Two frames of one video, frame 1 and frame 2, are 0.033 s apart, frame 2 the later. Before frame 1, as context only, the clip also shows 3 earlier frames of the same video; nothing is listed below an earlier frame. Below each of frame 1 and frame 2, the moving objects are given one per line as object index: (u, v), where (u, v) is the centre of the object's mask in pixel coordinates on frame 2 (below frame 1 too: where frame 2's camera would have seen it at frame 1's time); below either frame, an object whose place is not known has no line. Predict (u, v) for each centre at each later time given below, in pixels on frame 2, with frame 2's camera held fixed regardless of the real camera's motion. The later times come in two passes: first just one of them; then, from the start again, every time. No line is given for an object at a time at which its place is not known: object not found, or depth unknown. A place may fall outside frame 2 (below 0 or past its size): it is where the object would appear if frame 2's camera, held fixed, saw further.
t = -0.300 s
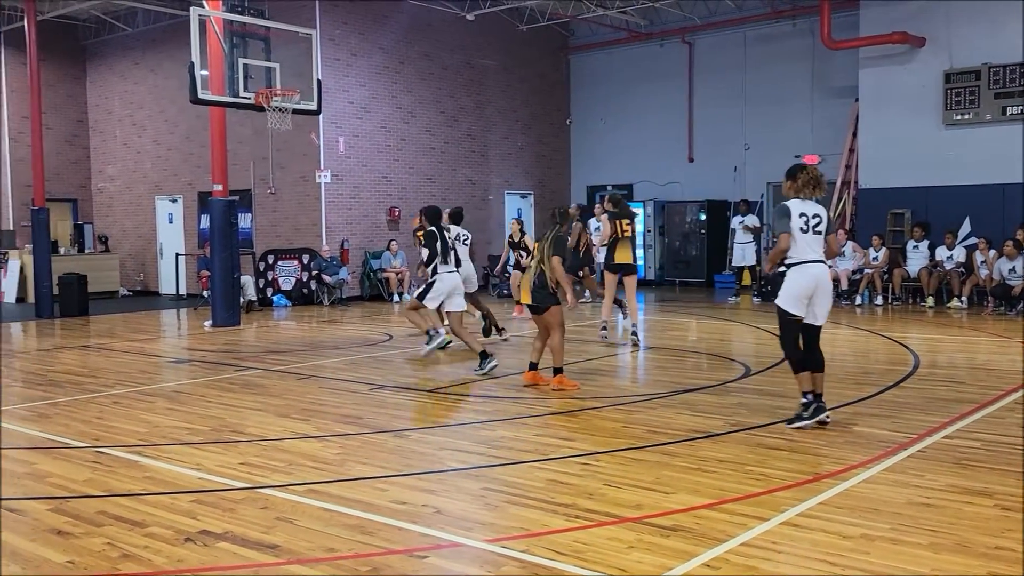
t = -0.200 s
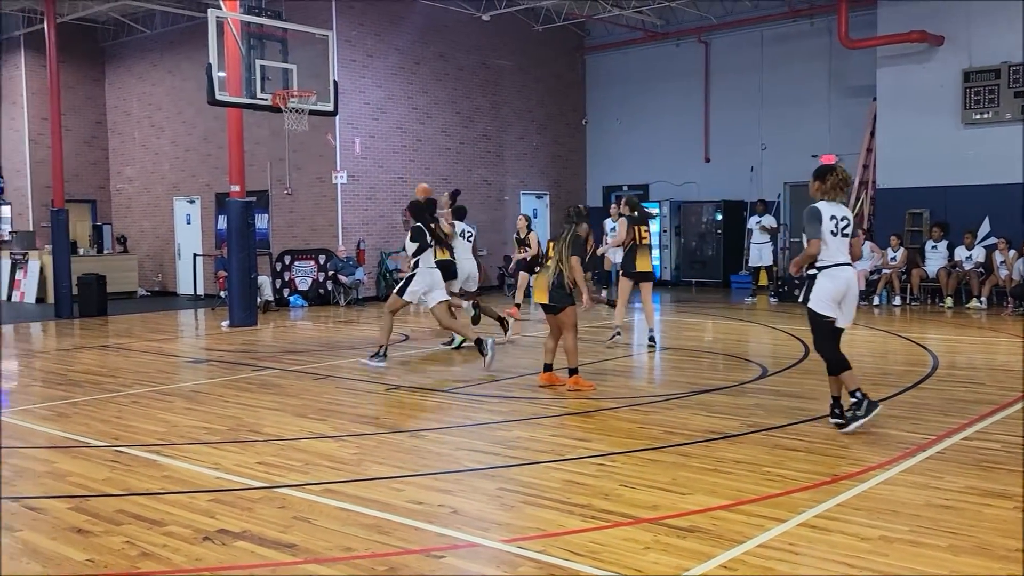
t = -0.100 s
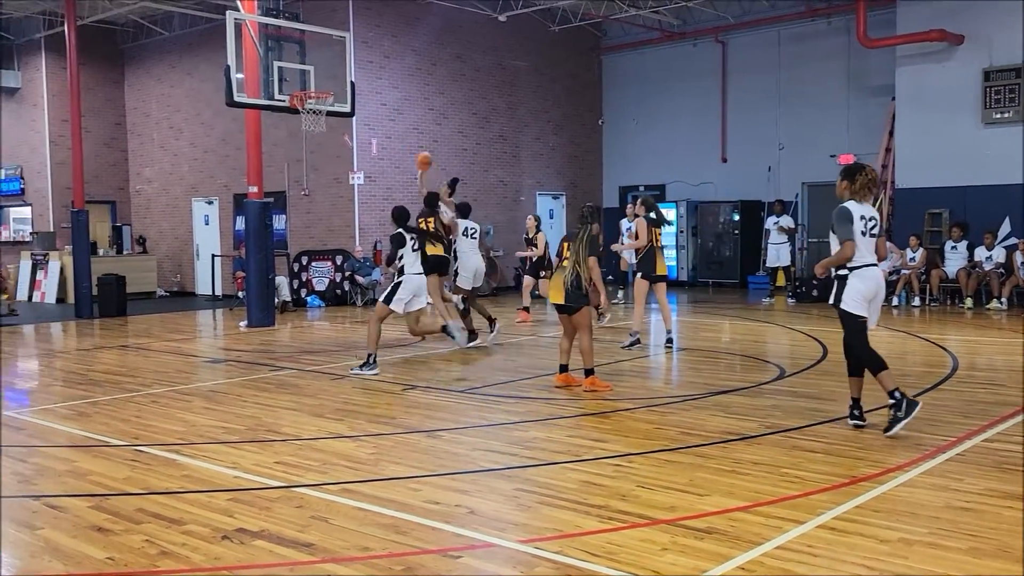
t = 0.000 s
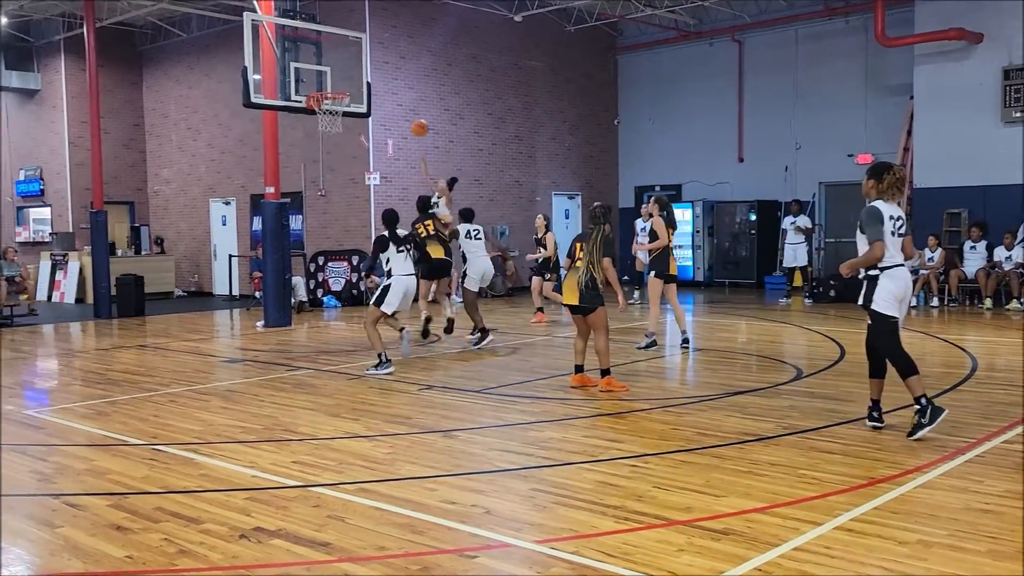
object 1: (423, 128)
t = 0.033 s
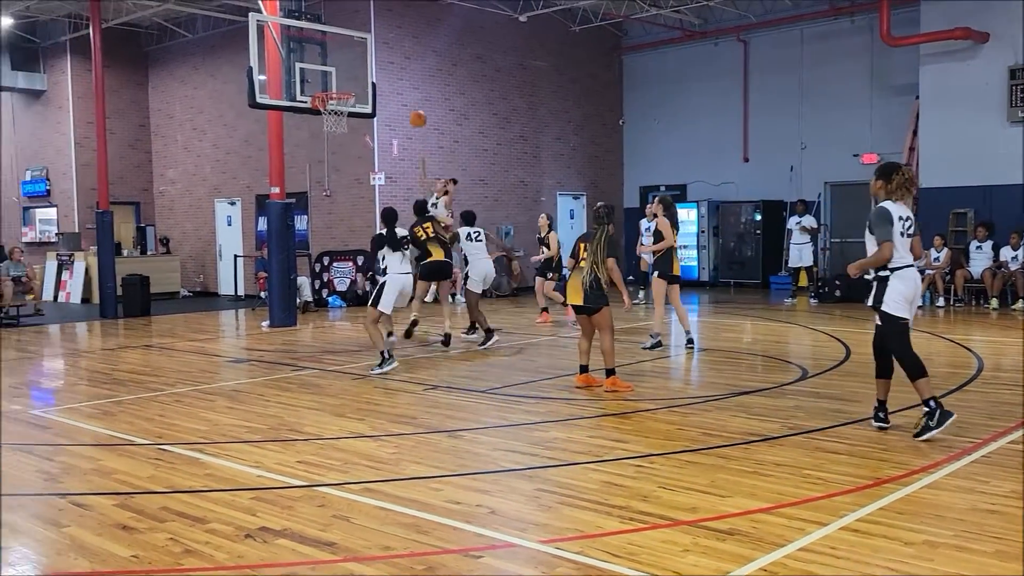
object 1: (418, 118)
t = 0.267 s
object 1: (368, 73)
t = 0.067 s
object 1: (411, 110)
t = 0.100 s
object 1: (404, 101)
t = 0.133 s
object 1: (396, 94)
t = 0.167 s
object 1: (390, 88)
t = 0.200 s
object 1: (383, 82)
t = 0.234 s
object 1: (376, 77)
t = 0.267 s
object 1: (368, 73)
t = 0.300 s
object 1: (361, 69)
